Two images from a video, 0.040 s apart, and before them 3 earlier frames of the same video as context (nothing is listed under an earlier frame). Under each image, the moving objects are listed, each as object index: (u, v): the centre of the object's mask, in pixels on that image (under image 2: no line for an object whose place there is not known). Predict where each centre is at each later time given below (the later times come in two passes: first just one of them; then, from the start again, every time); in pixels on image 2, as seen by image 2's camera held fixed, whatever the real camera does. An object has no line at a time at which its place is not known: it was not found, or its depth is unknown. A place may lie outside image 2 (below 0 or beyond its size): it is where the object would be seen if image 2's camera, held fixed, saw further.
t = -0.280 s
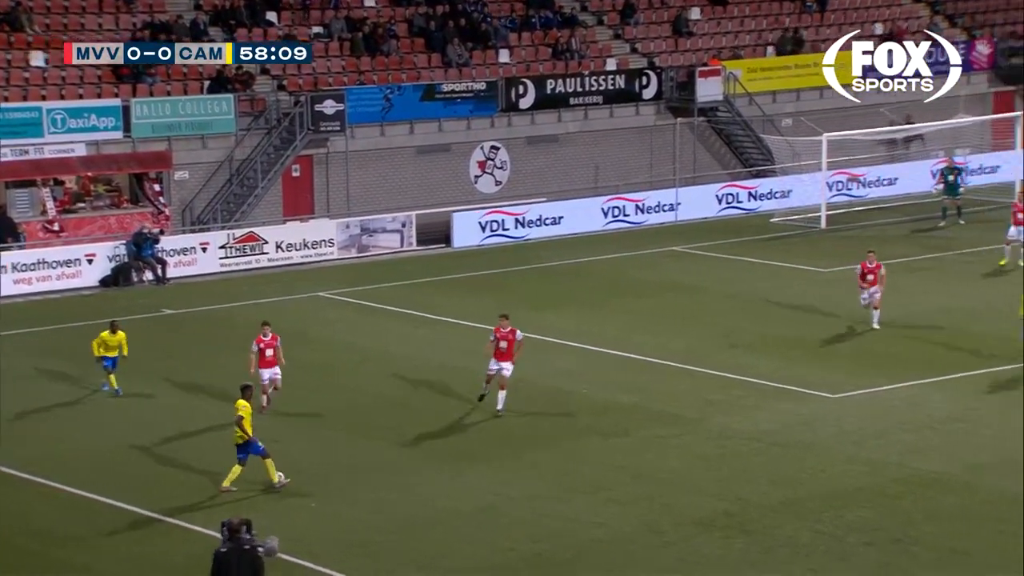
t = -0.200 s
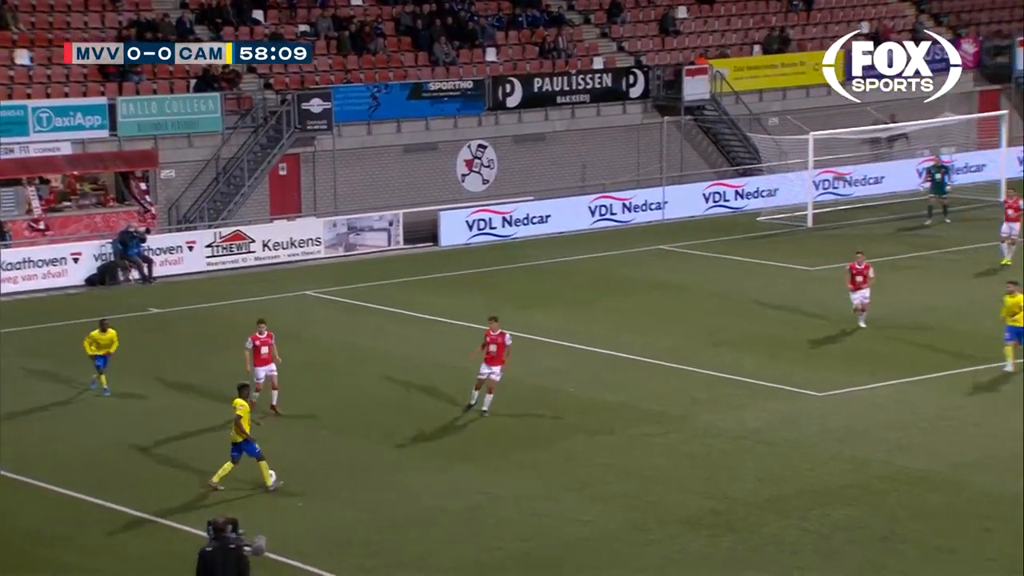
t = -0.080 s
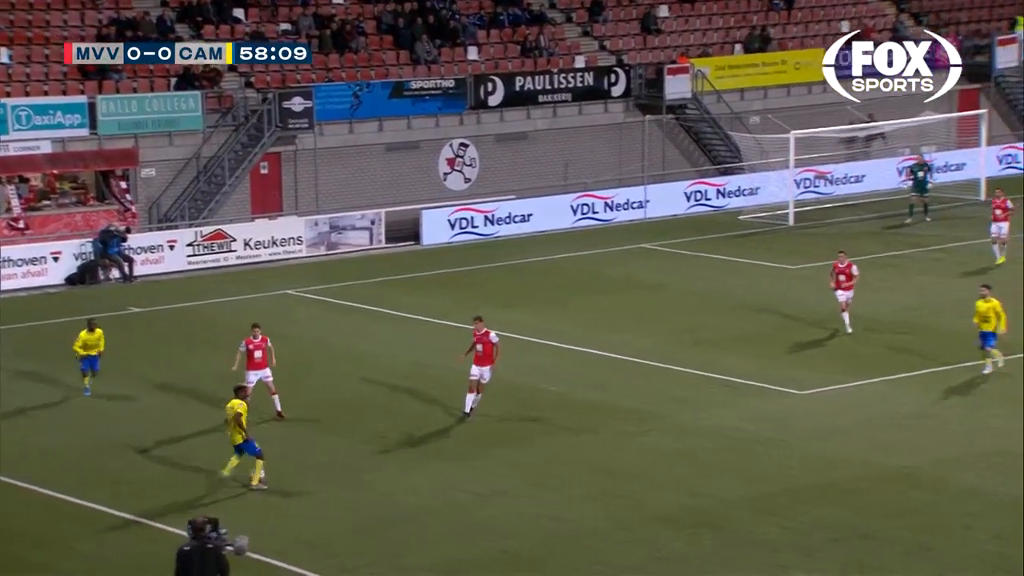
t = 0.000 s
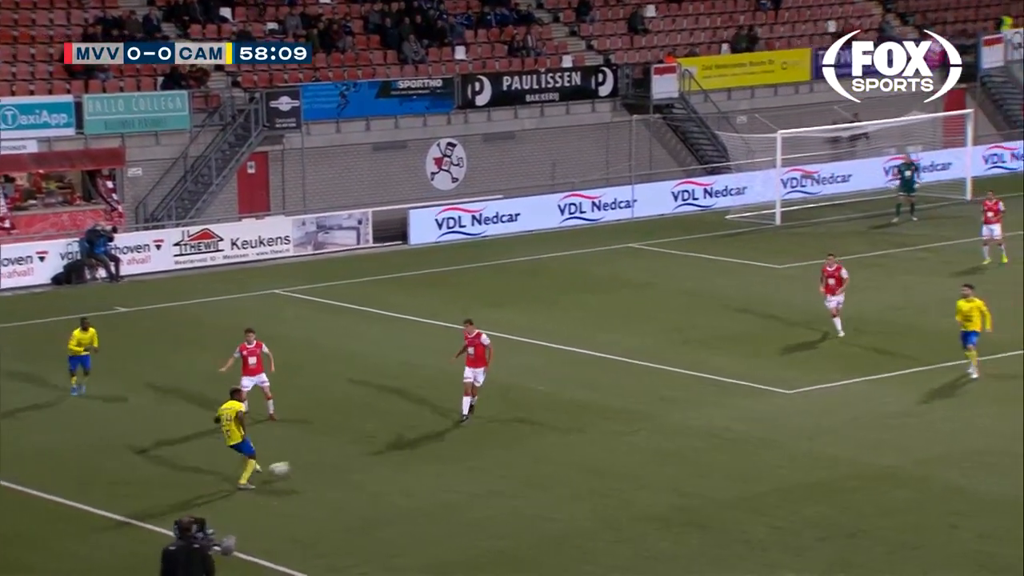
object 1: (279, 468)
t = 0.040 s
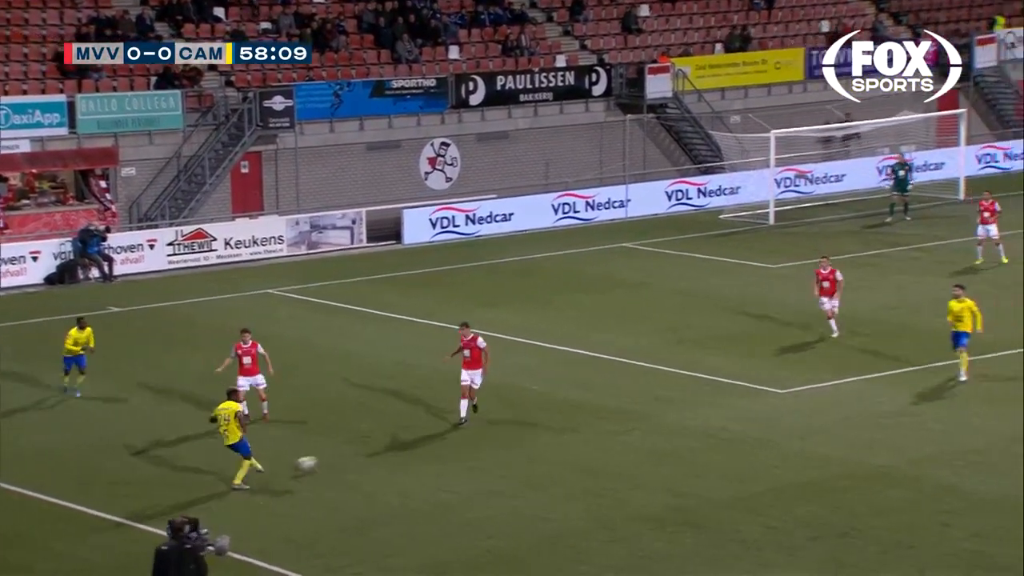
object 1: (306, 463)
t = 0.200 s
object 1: (434, 450)
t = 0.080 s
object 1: (340, 458)
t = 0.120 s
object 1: (372, 455)
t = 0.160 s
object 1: (404, 454)
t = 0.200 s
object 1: (434, 450)
